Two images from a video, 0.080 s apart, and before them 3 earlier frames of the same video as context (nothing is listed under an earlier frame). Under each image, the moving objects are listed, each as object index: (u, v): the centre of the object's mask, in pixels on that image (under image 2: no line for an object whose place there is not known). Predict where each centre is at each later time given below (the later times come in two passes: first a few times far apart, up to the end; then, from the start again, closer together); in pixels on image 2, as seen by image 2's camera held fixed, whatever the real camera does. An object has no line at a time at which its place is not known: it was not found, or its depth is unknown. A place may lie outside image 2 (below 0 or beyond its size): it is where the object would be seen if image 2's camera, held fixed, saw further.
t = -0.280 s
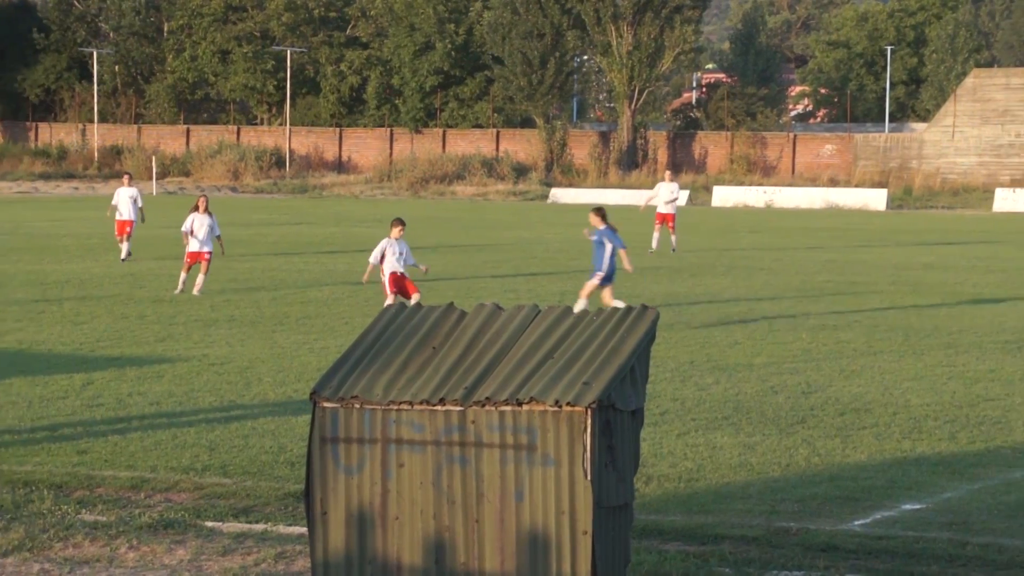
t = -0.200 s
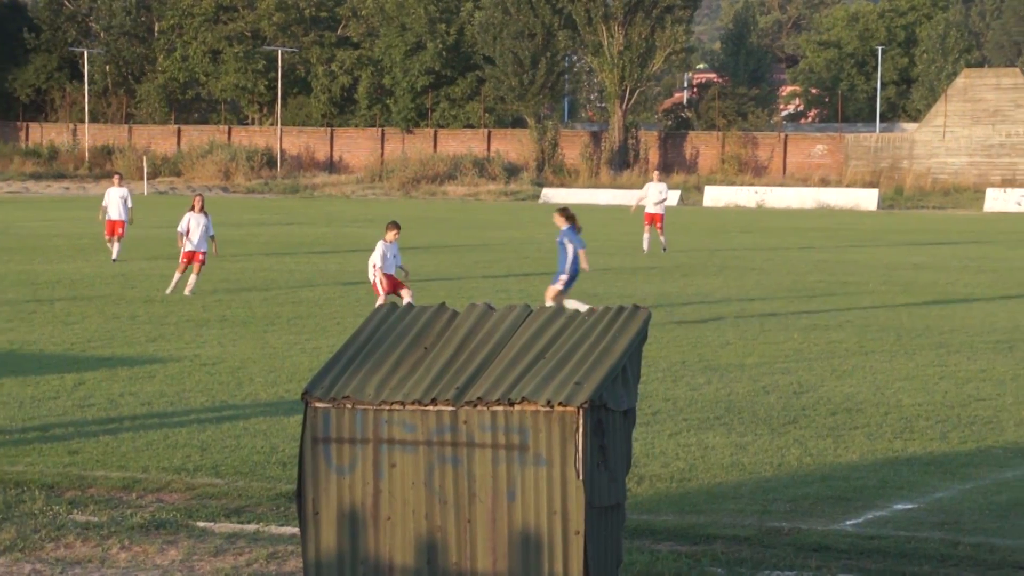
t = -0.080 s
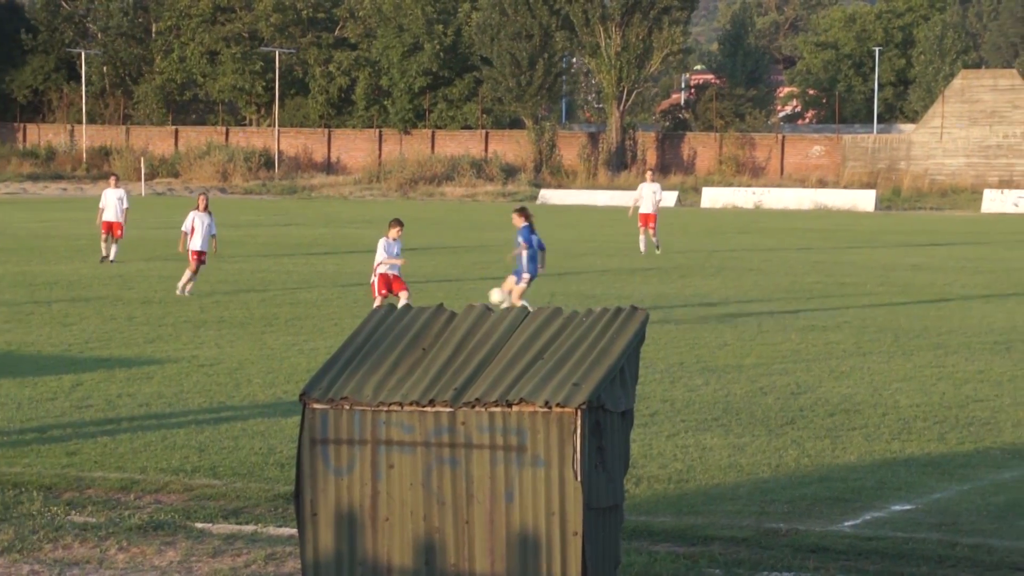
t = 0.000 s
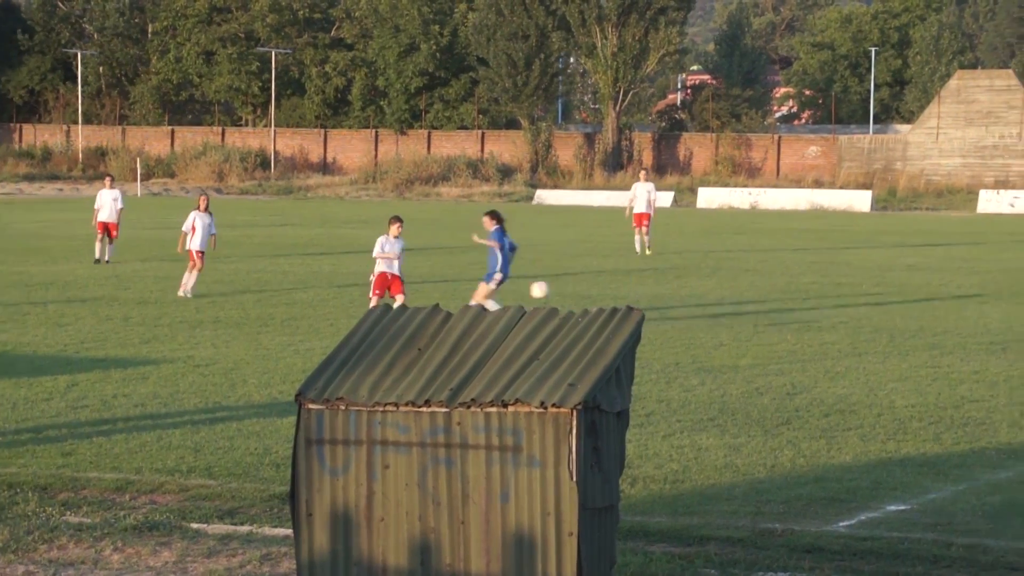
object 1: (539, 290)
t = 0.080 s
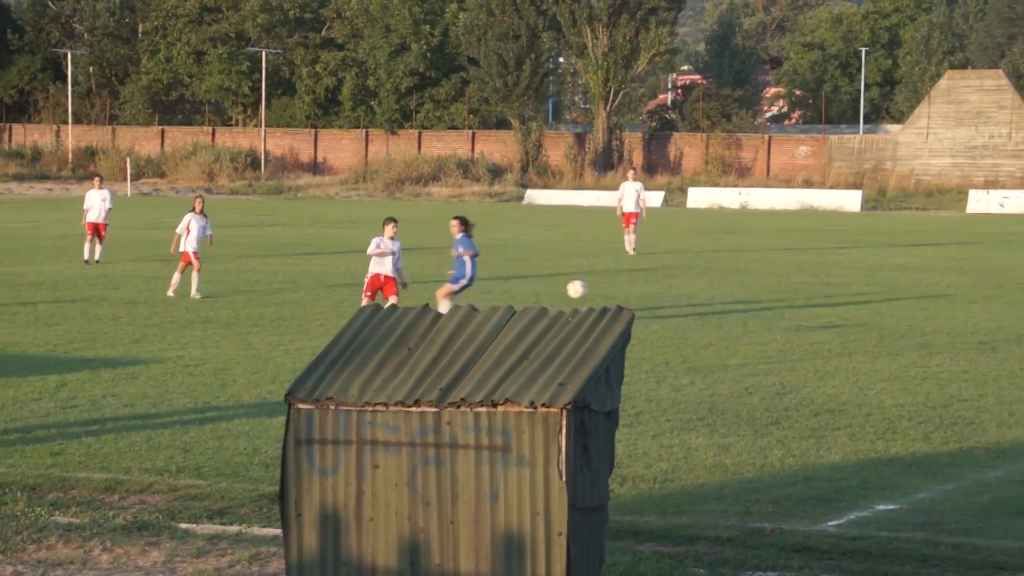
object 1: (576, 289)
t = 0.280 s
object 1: (695, 314)
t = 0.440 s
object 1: (796, 363)
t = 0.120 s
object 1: (599, 291)
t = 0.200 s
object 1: (646, 299)
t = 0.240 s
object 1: (670, 306)
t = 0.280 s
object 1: (695, 314)
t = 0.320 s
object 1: (719, 323)
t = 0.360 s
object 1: (745, 334)
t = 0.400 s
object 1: (770, 348)
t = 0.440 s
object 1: (796, 363)
